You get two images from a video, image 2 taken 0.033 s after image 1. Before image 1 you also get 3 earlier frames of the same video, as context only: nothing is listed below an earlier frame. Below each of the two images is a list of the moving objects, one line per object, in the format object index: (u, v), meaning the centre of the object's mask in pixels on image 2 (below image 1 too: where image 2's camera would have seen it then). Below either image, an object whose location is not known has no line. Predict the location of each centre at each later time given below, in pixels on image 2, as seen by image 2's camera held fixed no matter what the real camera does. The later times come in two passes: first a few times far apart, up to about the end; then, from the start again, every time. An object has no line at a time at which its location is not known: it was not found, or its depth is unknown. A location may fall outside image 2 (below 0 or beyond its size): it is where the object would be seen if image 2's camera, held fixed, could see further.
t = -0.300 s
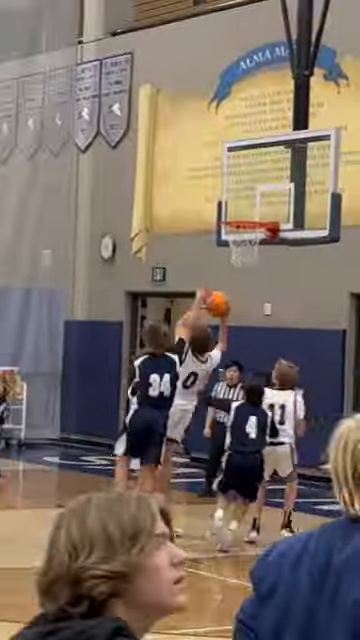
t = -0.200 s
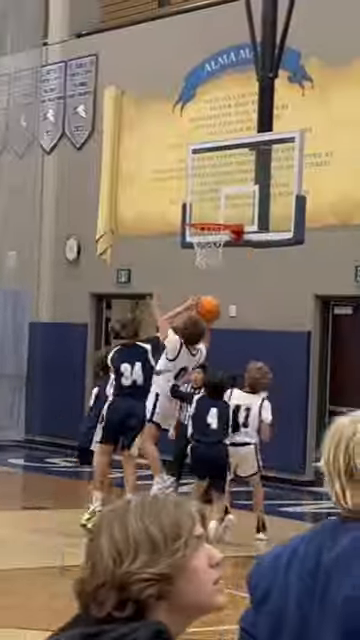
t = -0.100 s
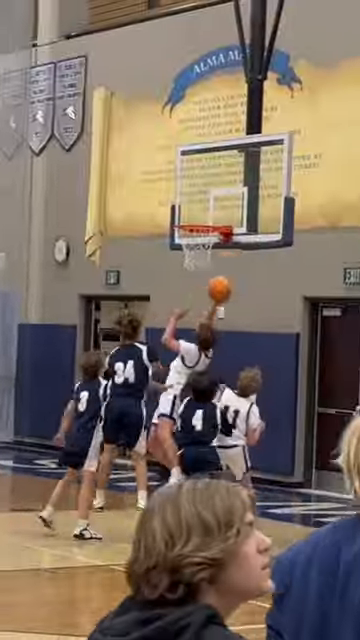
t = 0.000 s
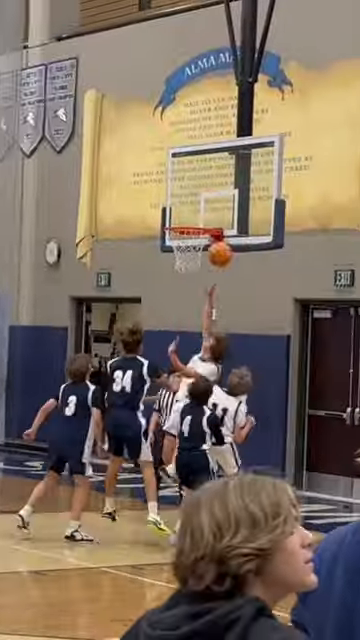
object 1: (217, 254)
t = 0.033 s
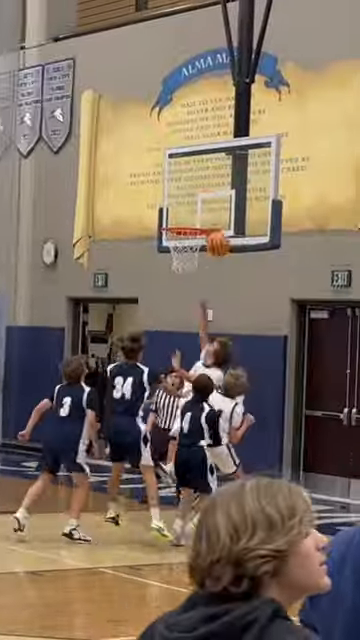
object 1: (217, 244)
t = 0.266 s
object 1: (226, 204)
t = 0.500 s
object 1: (198, 208)
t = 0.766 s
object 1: (180, 214)
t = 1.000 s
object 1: (174, 217)
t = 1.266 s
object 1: (177, 245)
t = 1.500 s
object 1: (189, 287)
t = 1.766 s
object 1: (200, 392)
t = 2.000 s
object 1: (209, 514)
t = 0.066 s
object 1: (218, 236)
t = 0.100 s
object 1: (220, 229)
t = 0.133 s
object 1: (222, 220)
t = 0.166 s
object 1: (224, 216)
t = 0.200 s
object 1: (224, 210)
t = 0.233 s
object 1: (226, 207)
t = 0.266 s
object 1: (226, 204)
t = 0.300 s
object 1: (223, 202)
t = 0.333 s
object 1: (219, 200)
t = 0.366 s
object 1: (215, 200)
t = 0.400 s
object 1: (211, 200)
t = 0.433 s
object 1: (206, 202)
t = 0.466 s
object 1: (202, 204)
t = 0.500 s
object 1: (198, 208)
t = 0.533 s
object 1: (193, 213)
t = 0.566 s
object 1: (189, 216)
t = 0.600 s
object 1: (188, 213)
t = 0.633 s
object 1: (186, 211)
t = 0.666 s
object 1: (185, 211)
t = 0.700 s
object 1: (184, 211)
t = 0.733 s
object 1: (182, 212)
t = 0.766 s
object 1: (180, 214)
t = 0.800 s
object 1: (178, 216)
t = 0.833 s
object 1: (177, 217)
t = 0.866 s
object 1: (176, 217)
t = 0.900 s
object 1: (175, 217)
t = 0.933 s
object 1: (175, 217)
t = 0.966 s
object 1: (175, 217)
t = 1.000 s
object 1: (174, 217)
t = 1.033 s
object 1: (175, 218)
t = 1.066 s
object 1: (175, 219)
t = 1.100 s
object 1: (175, 221)
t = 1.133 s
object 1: (174, 229)
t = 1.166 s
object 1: (174, 232)
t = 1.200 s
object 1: (176, 239)
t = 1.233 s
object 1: (176, 242)
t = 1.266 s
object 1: (177, 245)
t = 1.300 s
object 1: (179, 253)
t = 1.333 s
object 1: (181, 256)
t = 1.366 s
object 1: (182, 259)
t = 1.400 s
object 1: (185, 265)
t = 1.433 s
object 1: (186, 272)
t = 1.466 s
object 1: (188, 279)
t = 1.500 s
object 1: (189, 287)
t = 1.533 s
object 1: (190, 296)
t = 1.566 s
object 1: (192, 307)
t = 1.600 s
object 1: (193, 317)
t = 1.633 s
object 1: (195, 332)
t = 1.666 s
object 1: (196, 344)
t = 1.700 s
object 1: (197, 359)
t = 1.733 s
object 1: (198, 374)
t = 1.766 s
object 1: (200, 392)
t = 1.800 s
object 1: (201, 409)
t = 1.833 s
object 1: (202, 428)
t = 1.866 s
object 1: (203, 448)
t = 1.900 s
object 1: (204, 468)
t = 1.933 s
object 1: (205, 490)
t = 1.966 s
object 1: (206, 513)
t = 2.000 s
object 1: (209, 514)
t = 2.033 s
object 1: (212, 499)
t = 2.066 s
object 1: (215, 484)
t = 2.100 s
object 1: (219, 471)
